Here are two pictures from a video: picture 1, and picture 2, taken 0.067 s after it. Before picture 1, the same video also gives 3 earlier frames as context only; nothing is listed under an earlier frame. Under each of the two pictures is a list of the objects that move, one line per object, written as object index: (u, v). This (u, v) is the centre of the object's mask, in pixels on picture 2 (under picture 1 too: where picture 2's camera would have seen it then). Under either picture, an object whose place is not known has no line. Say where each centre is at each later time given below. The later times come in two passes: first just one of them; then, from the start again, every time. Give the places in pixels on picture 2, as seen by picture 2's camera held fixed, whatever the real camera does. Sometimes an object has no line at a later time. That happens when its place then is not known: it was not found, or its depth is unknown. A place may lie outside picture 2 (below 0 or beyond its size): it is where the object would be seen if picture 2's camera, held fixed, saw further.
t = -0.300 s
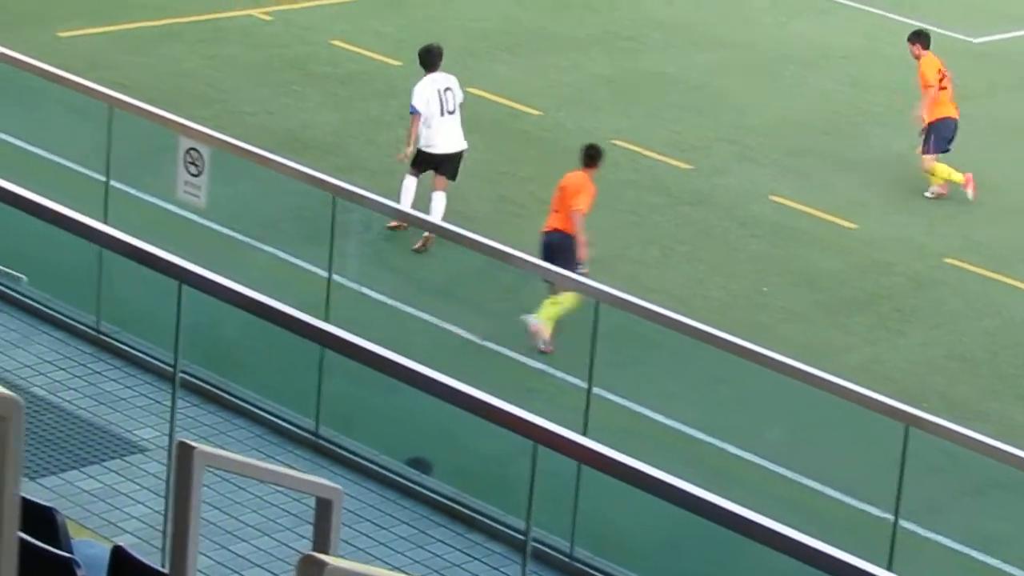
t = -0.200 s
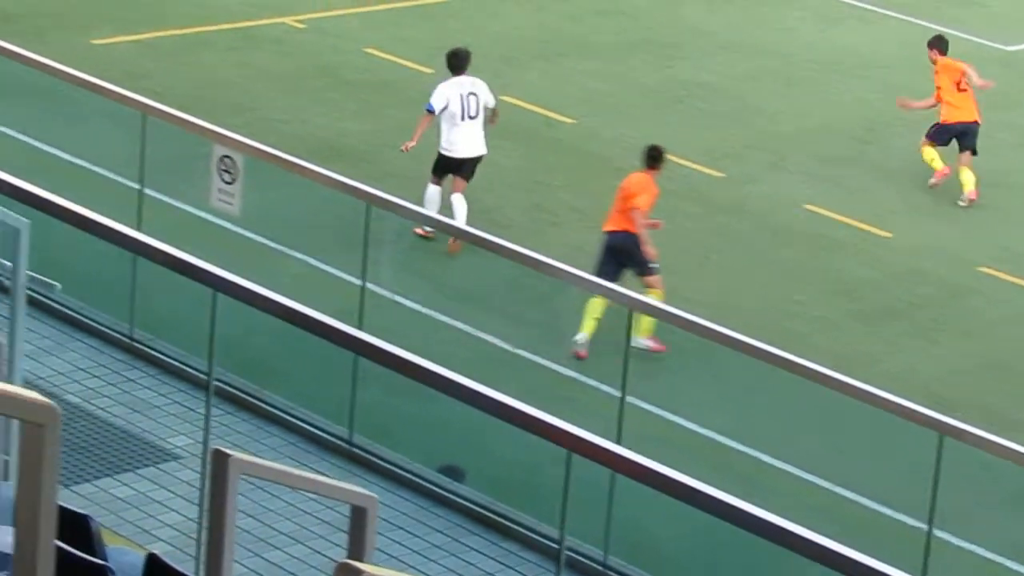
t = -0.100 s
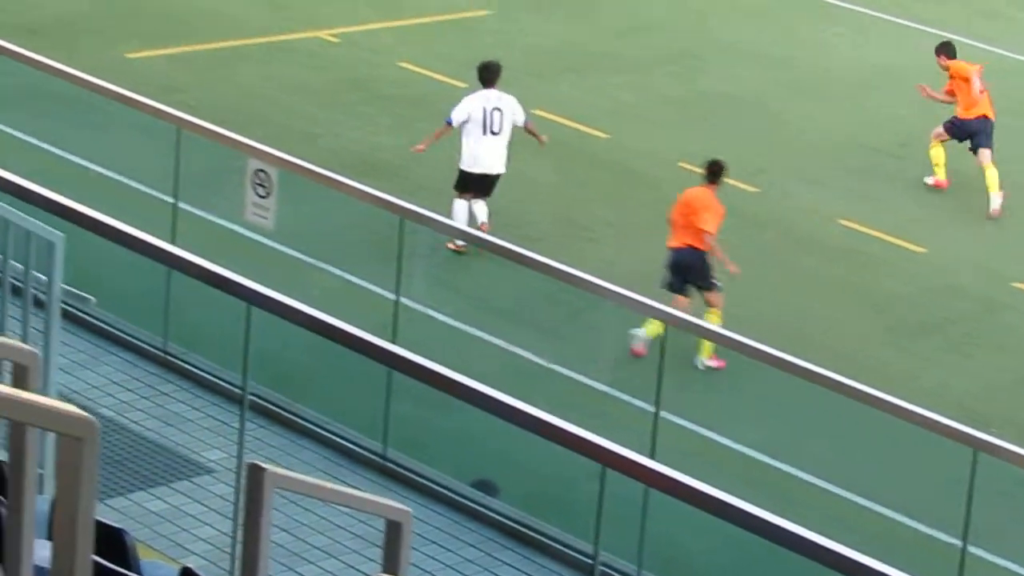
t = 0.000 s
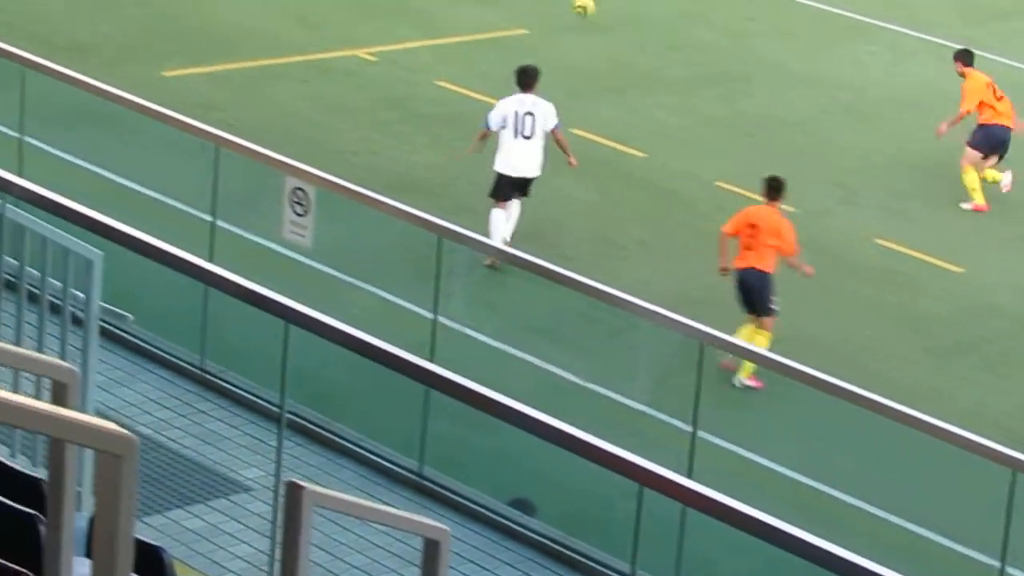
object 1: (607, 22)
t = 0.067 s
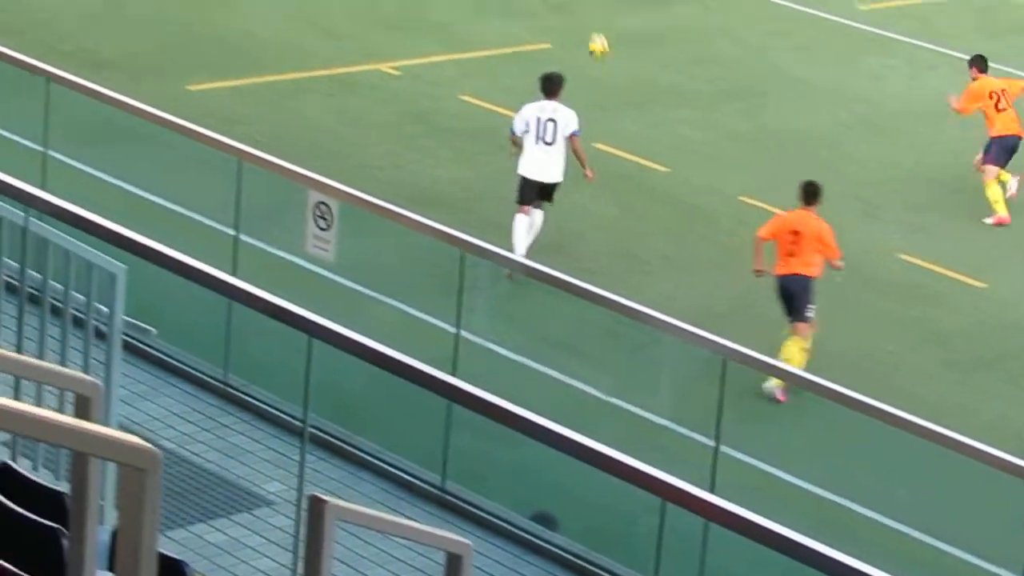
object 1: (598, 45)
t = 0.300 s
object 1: (623, 22)
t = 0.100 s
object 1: (593, 60)
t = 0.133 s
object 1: (588, 76)
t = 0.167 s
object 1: (590, 80)
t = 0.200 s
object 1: (598, 63)
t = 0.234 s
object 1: (606, 48)
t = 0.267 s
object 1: (614, 34)
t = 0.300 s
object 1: (623, 22)
